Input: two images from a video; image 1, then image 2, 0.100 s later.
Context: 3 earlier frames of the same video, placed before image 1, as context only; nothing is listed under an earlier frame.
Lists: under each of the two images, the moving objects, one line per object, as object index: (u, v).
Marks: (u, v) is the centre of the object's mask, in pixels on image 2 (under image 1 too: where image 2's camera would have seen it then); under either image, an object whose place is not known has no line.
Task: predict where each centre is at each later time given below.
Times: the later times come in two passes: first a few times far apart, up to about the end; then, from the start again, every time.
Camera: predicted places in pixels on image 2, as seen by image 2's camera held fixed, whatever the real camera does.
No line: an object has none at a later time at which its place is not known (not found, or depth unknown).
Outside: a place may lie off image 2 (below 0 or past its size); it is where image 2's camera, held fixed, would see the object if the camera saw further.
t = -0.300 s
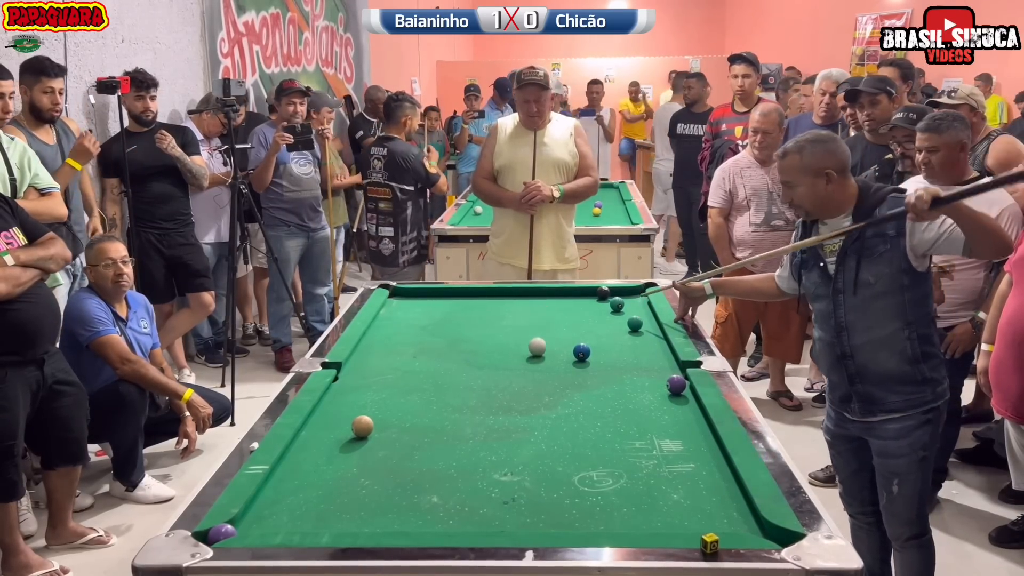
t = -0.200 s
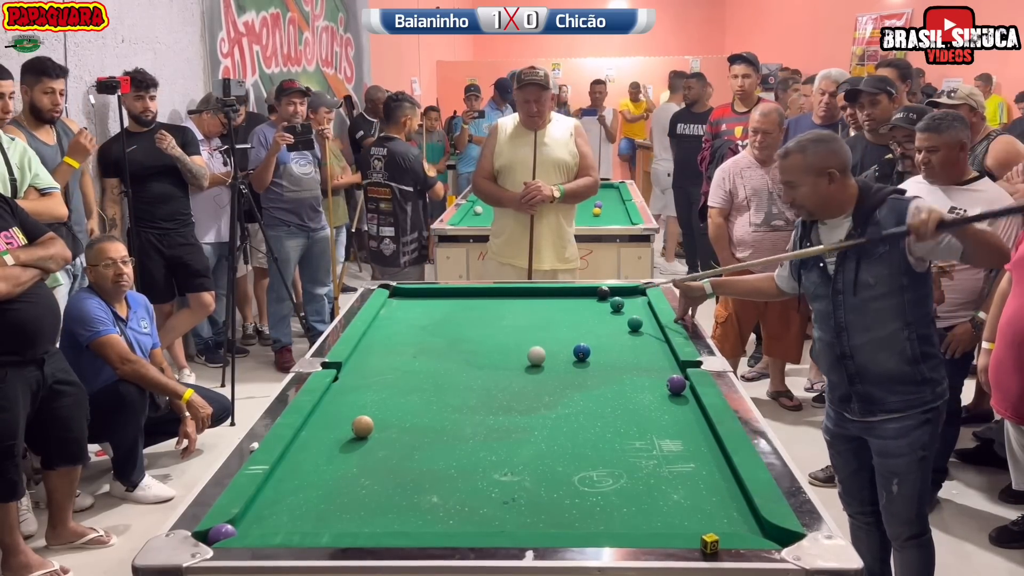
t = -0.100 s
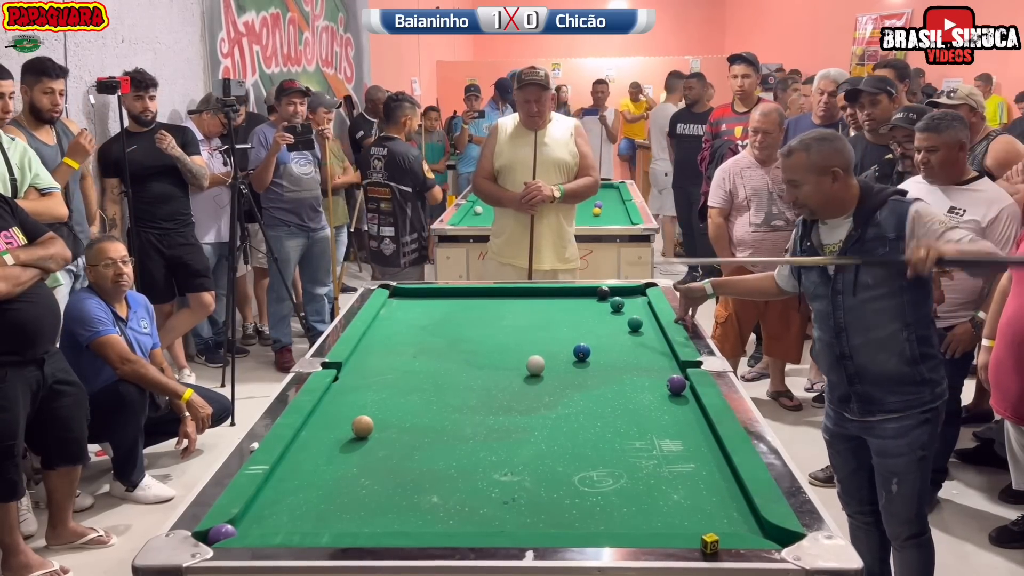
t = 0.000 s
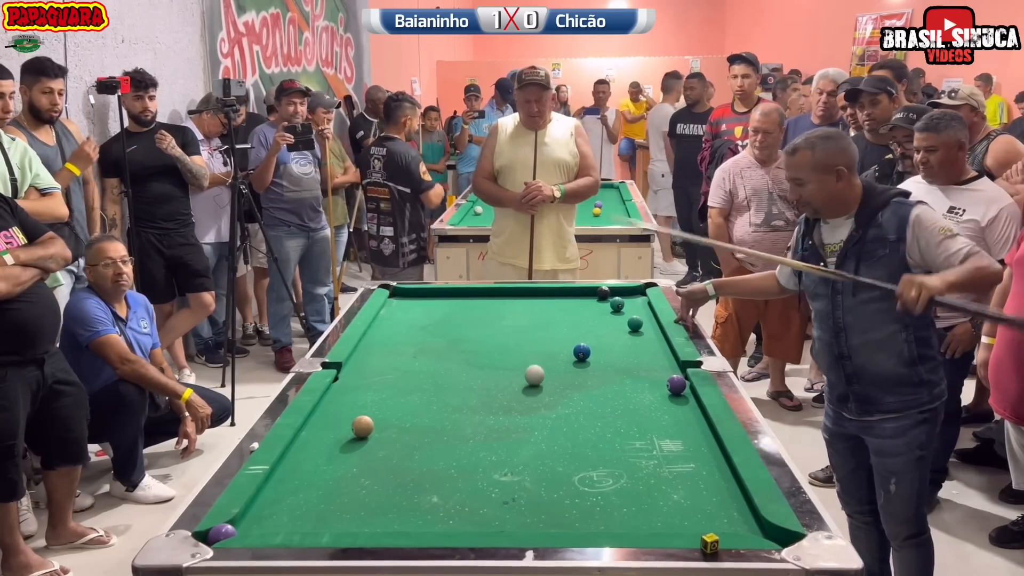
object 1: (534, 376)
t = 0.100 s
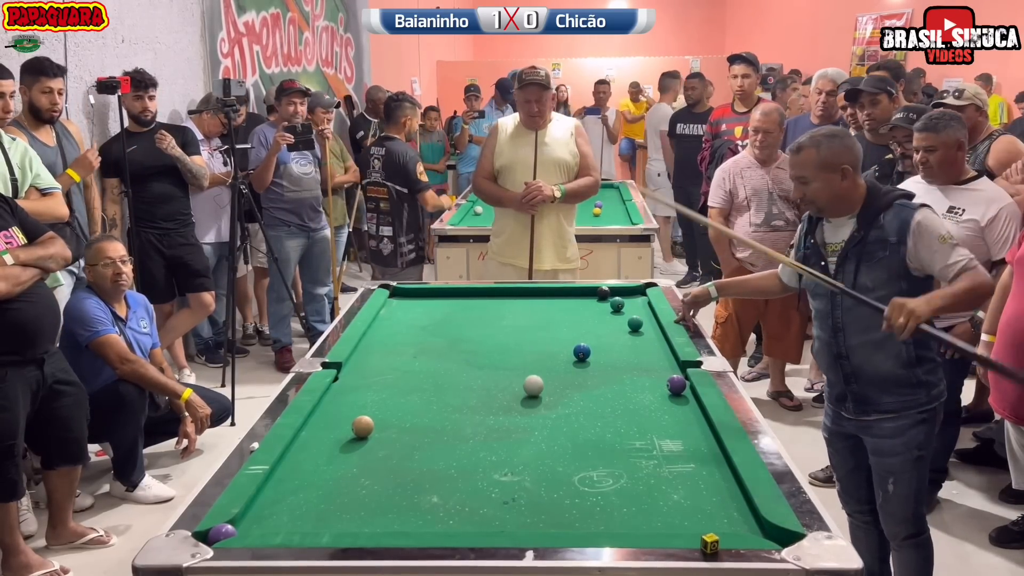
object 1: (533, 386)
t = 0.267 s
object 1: (531, 405)
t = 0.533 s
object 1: (527, 440)
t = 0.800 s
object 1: (522, 481)
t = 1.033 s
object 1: (517, 519)
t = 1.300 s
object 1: (521, 499)
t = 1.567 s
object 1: (525, 470)
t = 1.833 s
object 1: (529, 445)
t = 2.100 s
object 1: (532, 424)
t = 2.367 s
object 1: (535, 407)
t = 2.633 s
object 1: (537, 392)
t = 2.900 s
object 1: (539, 379)
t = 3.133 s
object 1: (541, 369)
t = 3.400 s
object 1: (541, 360)
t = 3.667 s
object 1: (542, 352)
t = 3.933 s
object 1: (543, 346)
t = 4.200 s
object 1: (544, 340)
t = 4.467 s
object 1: (545, 336)
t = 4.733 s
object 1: (545, 332)
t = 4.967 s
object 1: (545, 330)
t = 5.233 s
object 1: (544, 327)
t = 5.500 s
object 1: (543, 326)
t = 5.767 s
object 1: (542, 325)
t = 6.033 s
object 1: (543, 325)
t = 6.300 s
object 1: (543, 325)
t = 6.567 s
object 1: (543, 325)
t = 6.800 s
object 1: (543, 325)
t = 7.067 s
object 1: (543, 325)
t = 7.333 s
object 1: (543, 325)
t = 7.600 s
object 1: (543, 325)
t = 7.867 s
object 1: (543, 325)
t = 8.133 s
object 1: (543, 325)
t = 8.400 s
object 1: (543, 325)
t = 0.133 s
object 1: (533, 390)
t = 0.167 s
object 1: (532, 394)
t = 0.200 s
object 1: (532, 398)
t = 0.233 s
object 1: (531, 401)
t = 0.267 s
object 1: (531, 405)
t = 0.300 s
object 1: (530, 409)
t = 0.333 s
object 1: (530, 413)
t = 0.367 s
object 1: (529, 417)
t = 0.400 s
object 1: (529, 422)
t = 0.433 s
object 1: (528, 426)
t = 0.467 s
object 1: (528, 431)
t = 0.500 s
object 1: (527, 435)
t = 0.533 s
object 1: (527, 440)
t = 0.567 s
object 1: (526, 445)
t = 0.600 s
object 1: (525, 449)
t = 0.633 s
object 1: (525, 454)
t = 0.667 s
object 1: (524, 459)
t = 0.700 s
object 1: (524, 464)
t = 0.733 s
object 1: (523, 470)
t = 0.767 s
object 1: (522, 475)
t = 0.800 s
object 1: (522, 481)
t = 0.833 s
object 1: (521, 486)
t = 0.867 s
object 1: (521, 492)
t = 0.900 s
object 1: (520, 498)
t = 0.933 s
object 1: (519, 504)
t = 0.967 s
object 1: (518, 510)
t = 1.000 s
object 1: (518, 515)
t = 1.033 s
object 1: (517, 519)
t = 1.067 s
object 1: (517, 523)
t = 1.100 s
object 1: (517, 521)
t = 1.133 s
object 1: (518, 519)
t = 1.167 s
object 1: (519, 516)
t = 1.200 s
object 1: (519, 513)
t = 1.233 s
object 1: (520, 508)
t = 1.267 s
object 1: (520, 504)
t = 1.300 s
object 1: (521, 499)
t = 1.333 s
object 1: (522, 496)
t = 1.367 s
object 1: (522, 492)
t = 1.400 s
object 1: (523, 488)
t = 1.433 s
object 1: (523, 484)
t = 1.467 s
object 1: (524, 480)
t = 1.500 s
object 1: (524, 477)
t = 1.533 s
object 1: (525, 473)
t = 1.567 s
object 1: (525, 470)
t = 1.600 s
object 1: (526, 467)
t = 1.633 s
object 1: (527, 464)
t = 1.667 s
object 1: (527, 460)
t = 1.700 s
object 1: (528, 457)
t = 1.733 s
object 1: (528, 454)
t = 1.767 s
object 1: (528, 451)
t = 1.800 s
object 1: (529, 448)
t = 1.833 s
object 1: (529, 445)
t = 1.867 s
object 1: (529, 442)
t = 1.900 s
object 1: (530, 440)
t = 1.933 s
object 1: (530, 437)
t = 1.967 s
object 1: (530, 434)
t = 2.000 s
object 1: (531, 432)
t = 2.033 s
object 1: (531, 429)
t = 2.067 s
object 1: (532, 427)
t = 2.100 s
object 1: (532, 424)
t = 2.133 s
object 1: (532, 422)
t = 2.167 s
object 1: (533, 420)
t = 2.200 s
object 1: (533, 417)
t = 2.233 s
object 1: (533, 415)
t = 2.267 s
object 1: (534, 413)
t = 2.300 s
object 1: (534, 411)
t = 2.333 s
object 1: (535, 409)
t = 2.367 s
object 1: (535, 407)
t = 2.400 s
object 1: (535, 405)
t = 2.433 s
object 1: (536, 403)
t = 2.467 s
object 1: (536, 401)
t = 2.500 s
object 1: (536, 399)
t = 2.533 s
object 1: (537, 397)
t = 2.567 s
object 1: (537, 395)
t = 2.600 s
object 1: (537, 393)
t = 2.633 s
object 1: (537, 392)
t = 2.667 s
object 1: (538, 390)
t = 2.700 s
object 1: (538, 388)
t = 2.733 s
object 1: (538, 387)
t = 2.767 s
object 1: (538, 385)
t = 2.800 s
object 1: (539, 383)
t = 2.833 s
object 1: (539, 382)
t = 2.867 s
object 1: (539, 380)
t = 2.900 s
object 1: (539, 379)
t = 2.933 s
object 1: (539, 378)
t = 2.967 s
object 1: (540, 376)
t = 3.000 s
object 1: (540, 375)
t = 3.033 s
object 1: (540, 373)
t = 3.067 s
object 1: (540, 372)
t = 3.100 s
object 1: (540, 371)
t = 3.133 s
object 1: (541, 369)
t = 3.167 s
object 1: (541, 368)
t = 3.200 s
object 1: (541, 367)
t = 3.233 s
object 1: (541, 366)
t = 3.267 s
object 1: (541, 365)
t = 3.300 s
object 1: (541, 364)
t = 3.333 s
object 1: (541, 362)
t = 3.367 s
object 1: (541, 361)
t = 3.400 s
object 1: (541, 360)
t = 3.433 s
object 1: (541, 359)
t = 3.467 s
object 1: (541, 358)
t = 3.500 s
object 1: (542, 357)
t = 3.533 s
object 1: (542, 356)
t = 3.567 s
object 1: (542, 355)
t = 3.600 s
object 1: (542, 354)
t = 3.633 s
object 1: (542, 353)
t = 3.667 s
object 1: (542, 352)
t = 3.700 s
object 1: (542, 352)
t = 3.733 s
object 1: (542, 351)
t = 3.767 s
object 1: (543, 350)
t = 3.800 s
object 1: (543, 349)
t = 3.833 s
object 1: (543, 348)
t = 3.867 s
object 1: (543, 347)
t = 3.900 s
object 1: (543, 346)
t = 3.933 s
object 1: (543, 346)
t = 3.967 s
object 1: (544, 345)
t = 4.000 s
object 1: (544, 344)
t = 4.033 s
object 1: (544, 344)
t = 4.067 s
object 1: (544, 343)
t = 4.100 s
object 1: (544, 342)
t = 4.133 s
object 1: (544, 341)
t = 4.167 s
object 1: (544, 341)
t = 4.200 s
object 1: (544, 340)
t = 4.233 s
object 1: (544, 340)
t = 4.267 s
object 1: (544, 339)
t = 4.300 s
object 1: (544, 338)
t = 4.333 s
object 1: (544, 338)
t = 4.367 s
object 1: (544, 337)
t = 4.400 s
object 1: (544, 337)
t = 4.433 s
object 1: (545, 336)
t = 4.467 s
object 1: (545, 336)
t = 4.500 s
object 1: (545, 335)
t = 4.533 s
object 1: (545, 335)
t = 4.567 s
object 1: (545, 334)
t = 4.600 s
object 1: (545, 334)
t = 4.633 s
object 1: (545, 333)
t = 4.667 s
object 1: (545, 333)
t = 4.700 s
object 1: (545, 333)
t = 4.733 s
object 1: (545, 332)
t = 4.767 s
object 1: (545, 332)
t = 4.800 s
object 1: (545, 331)
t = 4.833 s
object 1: (545, 331)
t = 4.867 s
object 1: (545, 331)
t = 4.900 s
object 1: (545, 330)
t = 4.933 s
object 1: (545, 330)
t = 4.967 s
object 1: (545, 330)
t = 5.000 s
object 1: (544, 329)
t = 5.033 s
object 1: (544, 329)
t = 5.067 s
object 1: (544, 329)
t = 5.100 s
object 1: (544, 329)
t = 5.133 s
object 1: (544, 328)
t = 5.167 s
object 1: (544, 328)
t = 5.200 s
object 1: (544, 328)
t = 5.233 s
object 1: (544, 327)
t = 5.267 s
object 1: (544, 327)
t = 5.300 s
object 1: (544, 327)
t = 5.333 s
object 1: (544, 327)
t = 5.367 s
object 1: (543, 327)
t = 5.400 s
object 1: (543, 327)
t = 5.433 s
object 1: (543, 326)
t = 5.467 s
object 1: (543, 326)
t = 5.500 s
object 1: (543, 326)
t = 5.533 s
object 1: (543, 326)
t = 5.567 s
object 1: (543, 326)
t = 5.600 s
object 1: (543, 325)
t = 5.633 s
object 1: (543, 326)
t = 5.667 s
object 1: (542, 326)
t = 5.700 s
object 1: (542, 326)
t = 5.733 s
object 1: (542, 325)
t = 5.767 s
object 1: (542, 325)
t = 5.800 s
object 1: (542, 325)
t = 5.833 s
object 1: (542, 325)
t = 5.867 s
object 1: (543, 325)
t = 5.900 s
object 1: (543, 325)
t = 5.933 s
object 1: (543, 325)
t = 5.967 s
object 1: (543, 325)
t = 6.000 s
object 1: (543, 325)
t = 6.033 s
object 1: (543, 325)
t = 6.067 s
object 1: (543, 325)
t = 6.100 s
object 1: (543, 325)
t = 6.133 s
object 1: (543, 325)
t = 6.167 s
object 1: (543, 325)
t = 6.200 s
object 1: (543, 325)
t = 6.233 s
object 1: (543, 325)
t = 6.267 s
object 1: (543, 325)
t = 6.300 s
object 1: (543, 325)
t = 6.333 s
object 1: (543, 325)
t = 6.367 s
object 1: (543, 325)
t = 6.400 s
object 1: (543, 325)
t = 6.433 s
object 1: (543, 325)
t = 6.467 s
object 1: (543, 325)
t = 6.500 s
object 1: (543, 325)
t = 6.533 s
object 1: (543, 325)
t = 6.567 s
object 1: (543, 325)
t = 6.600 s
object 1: (543, 325)
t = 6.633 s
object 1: (543, 325)
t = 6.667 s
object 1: (543, 325)
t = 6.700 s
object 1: (543, 325)
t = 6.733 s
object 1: (543, 325)
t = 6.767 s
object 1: (543, 325)
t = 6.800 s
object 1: (543, 325)
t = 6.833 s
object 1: (543, 325)
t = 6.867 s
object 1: (543, 325)
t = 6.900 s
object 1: (543, 325)
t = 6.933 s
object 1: (543, 325)
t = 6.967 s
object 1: (543, 325)
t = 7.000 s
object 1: (543, 325)
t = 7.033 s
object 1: (543, 325)
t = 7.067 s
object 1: (543, 325)
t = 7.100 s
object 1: (543, 325)
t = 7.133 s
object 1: (543, 325)
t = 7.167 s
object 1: (543, 325)
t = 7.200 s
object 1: (543, 325)
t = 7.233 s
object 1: (543, 325)
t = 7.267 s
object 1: (543, 325)
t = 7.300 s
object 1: (543, 325)
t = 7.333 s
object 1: (543, 325)
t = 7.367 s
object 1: (543, 325)
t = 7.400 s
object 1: (543, 325)
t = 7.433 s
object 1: (543, 325)
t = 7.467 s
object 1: (543, 325)
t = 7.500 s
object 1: (543, 325)
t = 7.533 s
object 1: (543, 325)
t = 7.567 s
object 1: (543, 325)
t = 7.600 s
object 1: (543, 325)
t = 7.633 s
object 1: (543, 325)
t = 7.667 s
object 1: (543, 325)
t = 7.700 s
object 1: (543, 325)
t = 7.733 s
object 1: (543, 325)
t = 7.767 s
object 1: (543, 325)
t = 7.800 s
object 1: (543, 325)
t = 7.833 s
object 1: (543, 325)
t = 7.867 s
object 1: (543, 325)
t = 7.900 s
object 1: (543, 325)
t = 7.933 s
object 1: (543, 325)
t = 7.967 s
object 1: (543, 325)
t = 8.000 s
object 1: (543, 325)
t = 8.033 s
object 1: (543, 325)
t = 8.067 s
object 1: (543, 325)
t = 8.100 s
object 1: (543, 325)
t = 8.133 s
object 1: (543, 325)
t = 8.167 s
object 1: (543, 325)
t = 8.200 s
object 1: (543, 325)
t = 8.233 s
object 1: (543, 325)
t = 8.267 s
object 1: (543, 325)
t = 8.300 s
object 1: (543, 325)
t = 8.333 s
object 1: (543, 325)
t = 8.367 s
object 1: (543, 325)
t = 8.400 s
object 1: (543, 325)
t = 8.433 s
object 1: (543, 325)
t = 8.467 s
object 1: (543, 325)
